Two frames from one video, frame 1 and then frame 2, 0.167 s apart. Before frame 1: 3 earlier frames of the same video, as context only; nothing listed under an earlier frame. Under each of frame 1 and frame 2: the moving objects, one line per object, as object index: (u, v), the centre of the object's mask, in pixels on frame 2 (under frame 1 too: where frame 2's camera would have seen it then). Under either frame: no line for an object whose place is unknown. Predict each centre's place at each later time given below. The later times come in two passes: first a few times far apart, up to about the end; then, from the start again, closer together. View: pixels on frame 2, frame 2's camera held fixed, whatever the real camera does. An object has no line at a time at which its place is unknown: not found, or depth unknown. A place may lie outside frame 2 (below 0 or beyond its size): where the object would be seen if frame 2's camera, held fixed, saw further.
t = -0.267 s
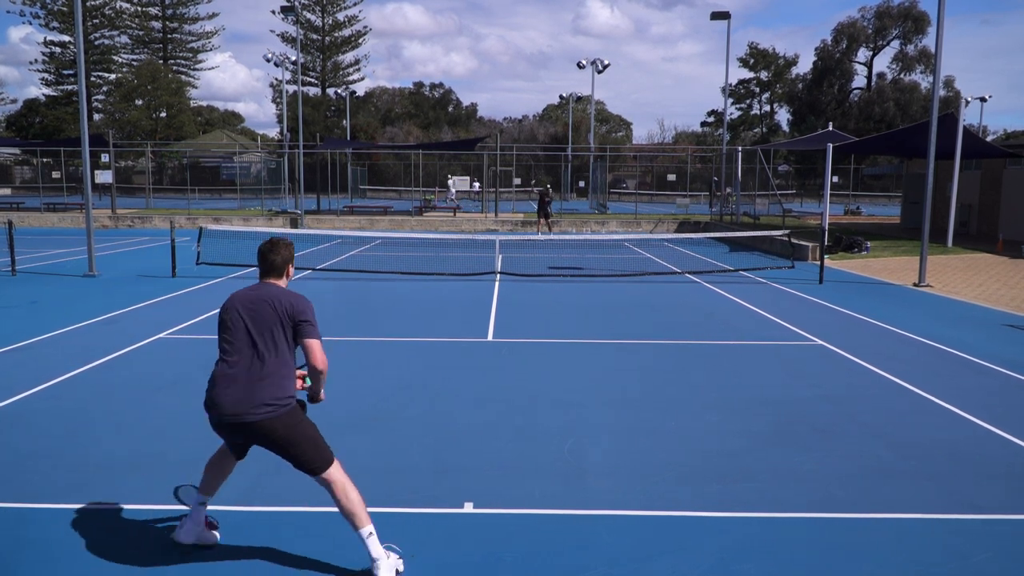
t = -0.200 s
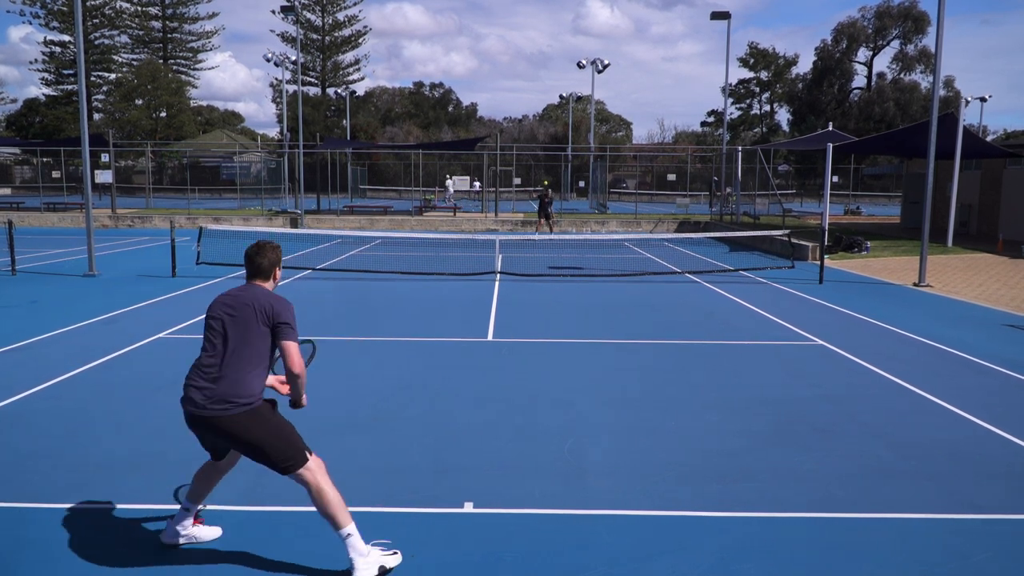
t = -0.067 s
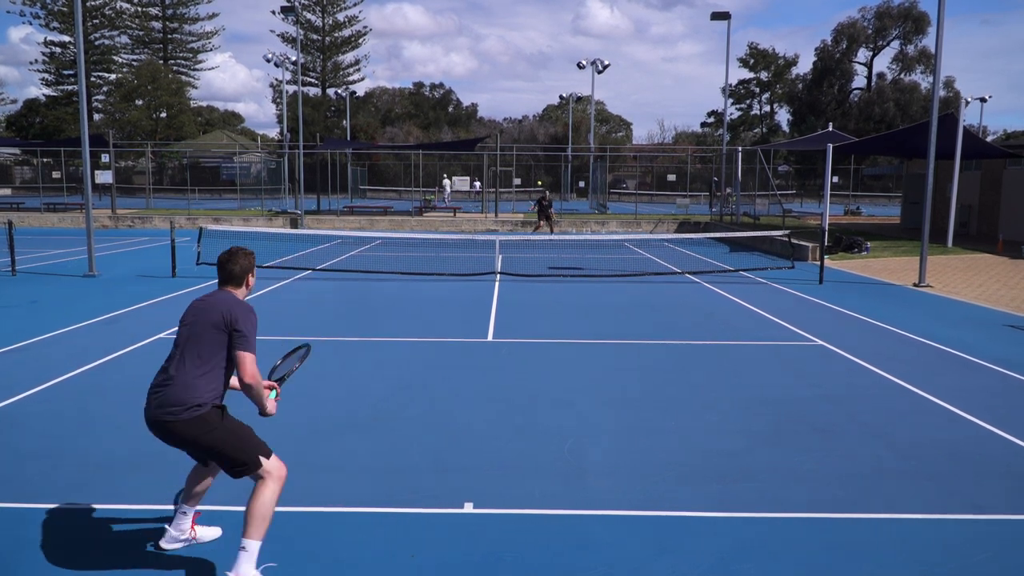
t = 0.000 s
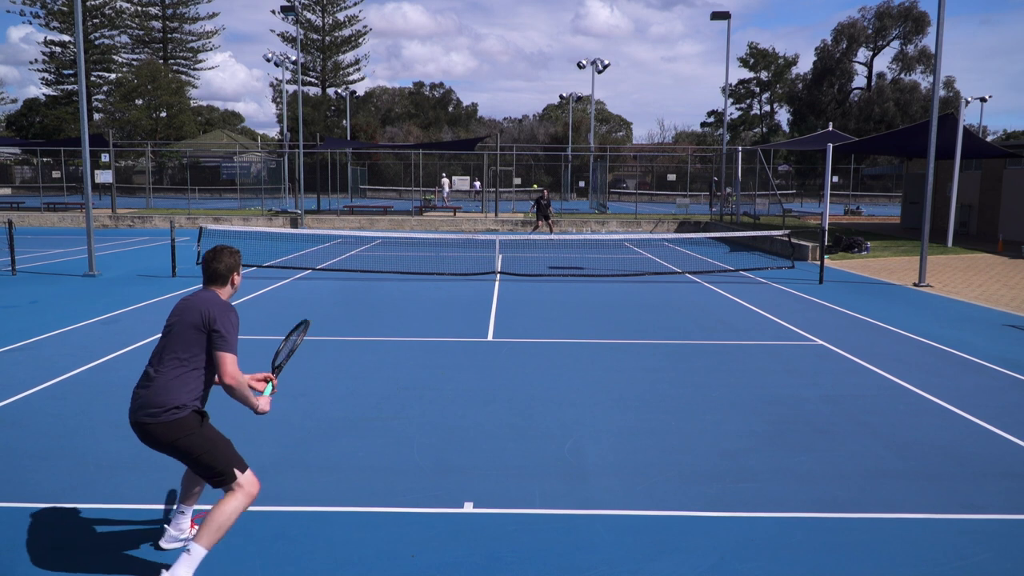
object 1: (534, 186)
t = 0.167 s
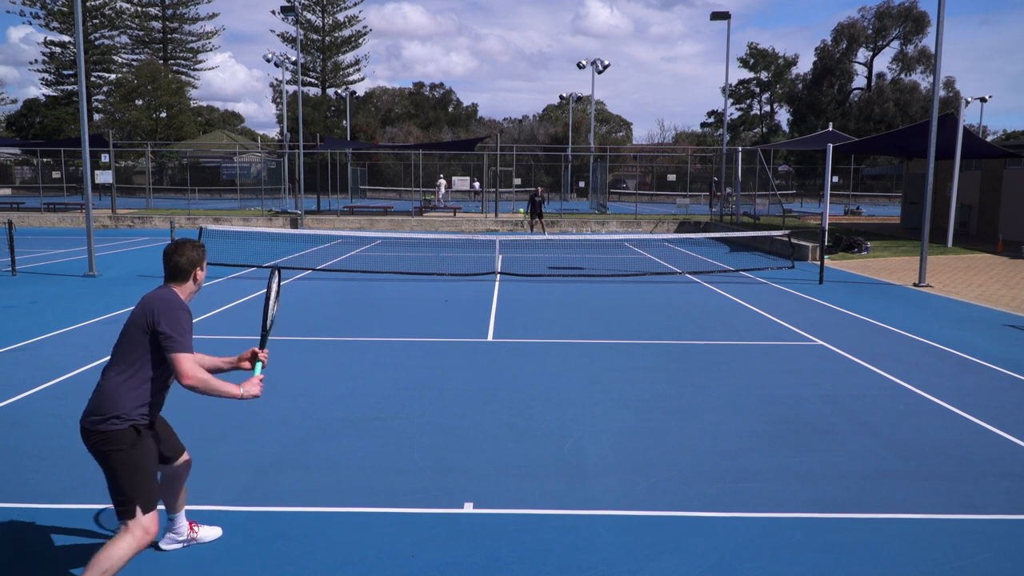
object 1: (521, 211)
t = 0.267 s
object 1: (509, 239)
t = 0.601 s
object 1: (453, 339)
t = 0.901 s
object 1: (381, 301)
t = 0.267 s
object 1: (509, 239)
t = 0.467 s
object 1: (475, 349)
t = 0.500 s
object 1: (468, 368)
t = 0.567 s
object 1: (458, 348)
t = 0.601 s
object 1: (453, 339)
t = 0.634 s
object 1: (447, 330)
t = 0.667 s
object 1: (441, 322)
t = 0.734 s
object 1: (428, 310)
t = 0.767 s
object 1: (419, 305)
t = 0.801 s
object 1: (411, 302)
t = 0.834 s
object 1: (402, 300)
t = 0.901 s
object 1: (381, 301)
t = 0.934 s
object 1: (368, 305)
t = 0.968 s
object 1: (356, 311)
